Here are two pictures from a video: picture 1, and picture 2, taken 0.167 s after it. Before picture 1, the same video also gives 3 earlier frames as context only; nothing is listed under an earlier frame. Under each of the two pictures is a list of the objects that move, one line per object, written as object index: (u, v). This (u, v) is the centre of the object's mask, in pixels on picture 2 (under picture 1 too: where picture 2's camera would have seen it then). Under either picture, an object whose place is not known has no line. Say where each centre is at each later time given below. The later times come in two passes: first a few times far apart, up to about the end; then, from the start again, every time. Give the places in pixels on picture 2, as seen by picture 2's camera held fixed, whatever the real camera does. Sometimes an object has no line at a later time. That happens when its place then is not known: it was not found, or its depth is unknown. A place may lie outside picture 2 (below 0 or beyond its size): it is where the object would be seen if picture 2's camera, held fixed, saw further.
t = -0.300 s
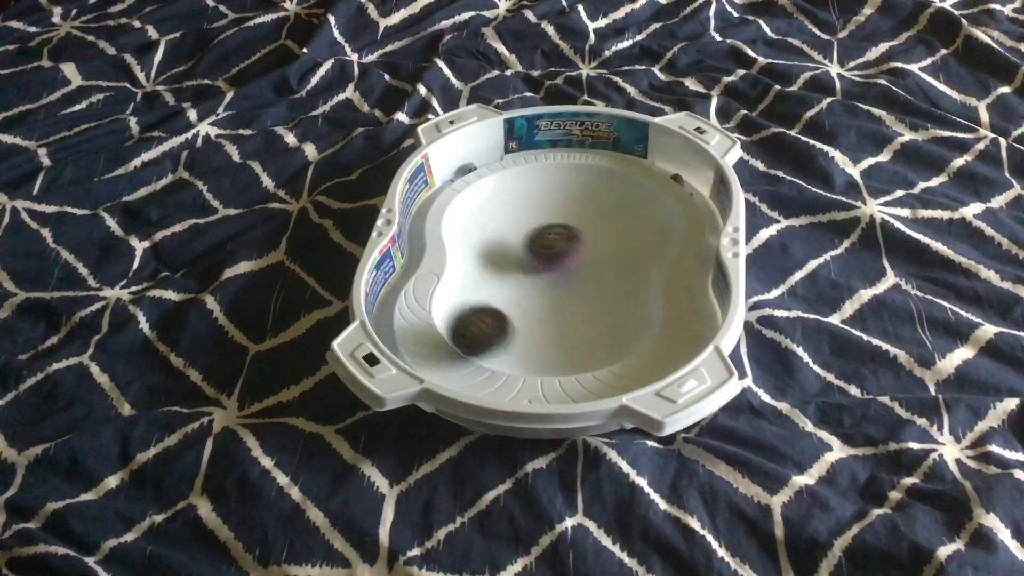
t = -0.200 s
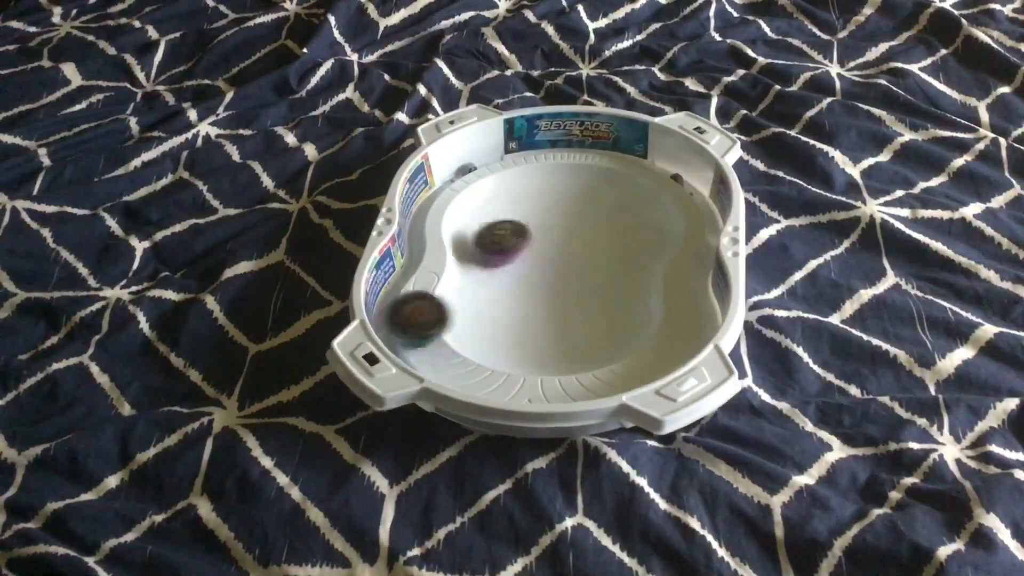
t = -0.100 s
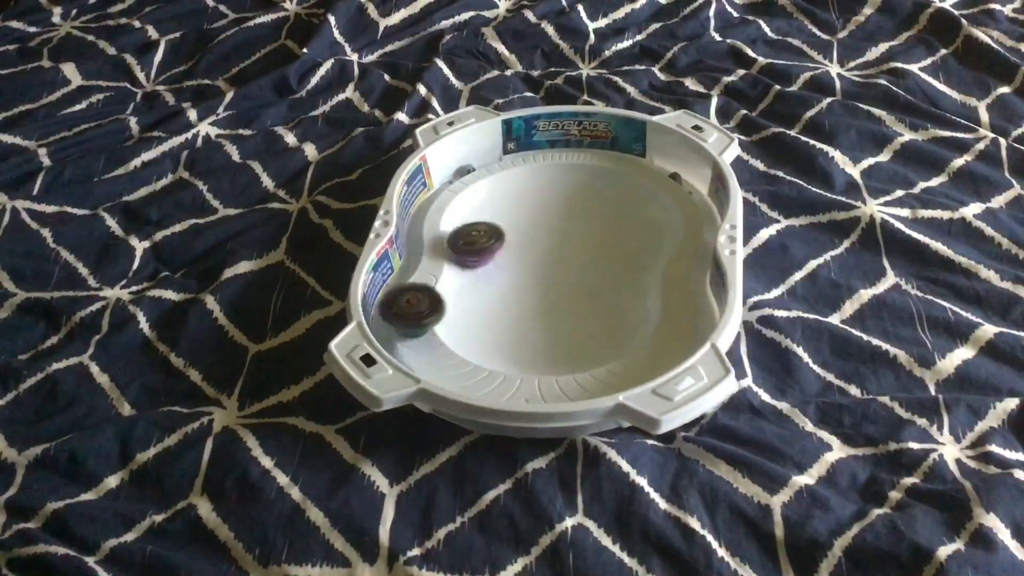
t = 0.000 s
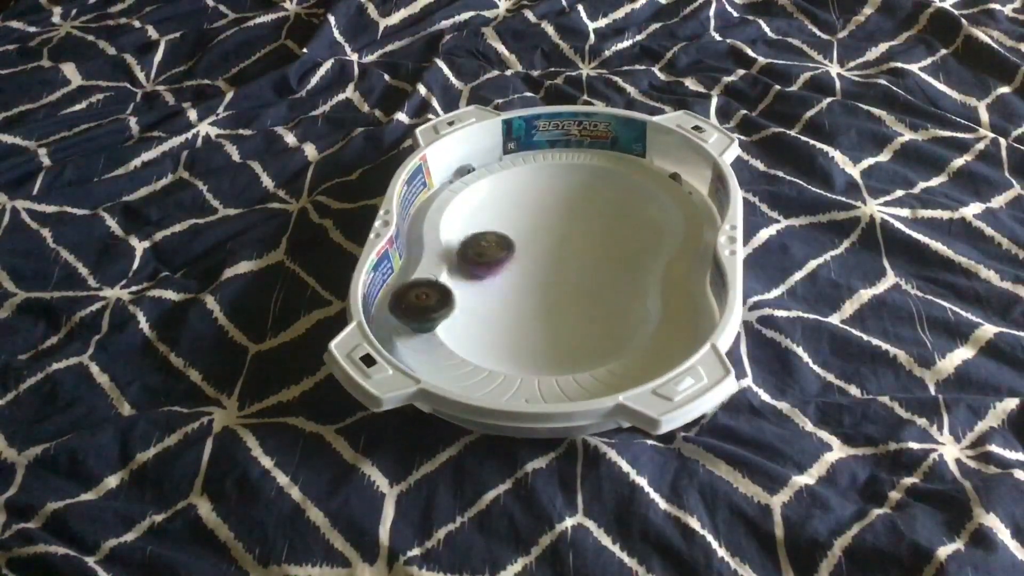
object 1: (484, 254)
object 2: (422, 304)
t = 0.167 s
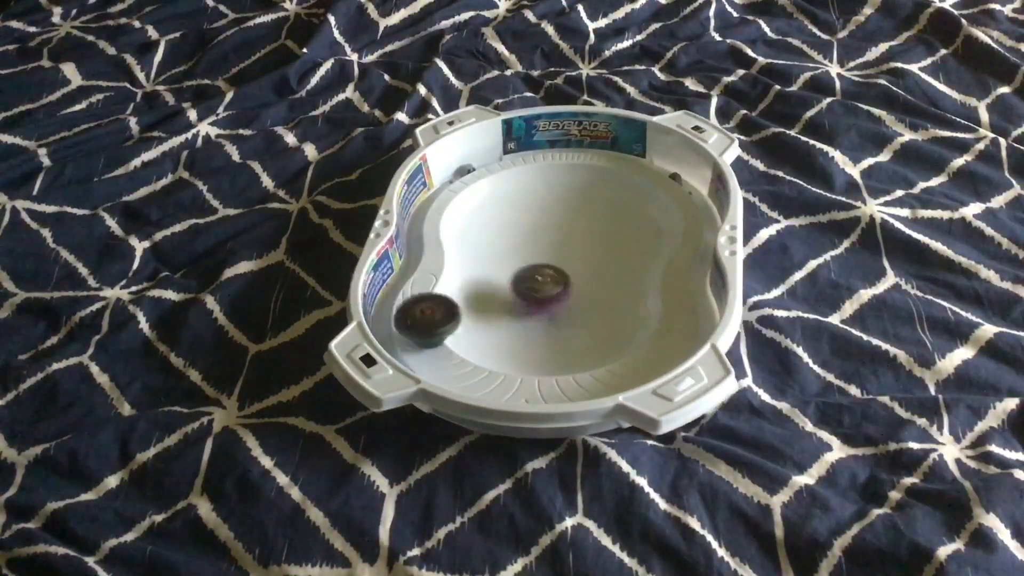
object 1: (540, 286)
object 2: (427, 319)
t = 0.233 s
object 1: (554, 293)
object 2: (429, 326)
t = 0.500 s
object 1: (581, 260)
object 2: (443, 346)
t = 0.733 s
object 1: (563, 213)
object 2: (466, 357)
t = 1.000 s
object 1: (477, 237)
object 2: (498, 368)
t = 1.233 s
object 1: (540, 320)
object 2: (515, 369)
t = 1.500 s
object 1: (618, 278)
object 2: (547, 362)
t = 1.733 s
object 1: (586, 190)
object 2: (572, 357)
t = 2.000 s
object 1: (464, 225)
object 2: (583, 343)
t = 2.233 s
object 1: (449, 246)
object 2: (626, 313)
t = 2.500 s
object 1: (457, 173)
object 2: (684, 308)
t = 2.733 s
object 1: (611, 211)
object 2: (689, 294)
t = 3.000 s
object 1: (592, 251)
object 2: (683, 276)
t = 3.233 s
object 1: (529, 234)
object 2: (664, 258)
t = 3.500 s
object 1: (569, 231)
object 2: (546, 274)
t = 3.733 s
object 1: (572, 213)
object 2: (483, 196)
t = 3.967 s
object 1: (547, 239)
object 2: (624, 182)
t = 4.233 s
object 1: (583, 261)
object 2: (554, 336)
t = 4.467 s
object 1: (593, 238)
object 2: (461, 281)
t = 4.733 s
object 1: (668, 129)
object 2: (458, 204)
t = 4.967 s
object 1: (612, 206)
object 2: (558, 210)
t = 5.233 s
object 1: (658, 244)
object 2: (493, 227)
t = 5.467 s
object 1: (541, 306)
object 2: (483, 182)
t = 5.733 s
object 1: (601, 332)
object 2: (575, 161)
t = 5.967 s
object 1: (526, 281)
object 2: (639, 284)
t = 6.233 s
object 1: (471, 291)
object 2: (484, 334)
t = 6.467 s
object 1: (537, 252)
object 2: (516, 320)
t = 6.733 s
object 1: (619, 174)
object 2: (587, 291)
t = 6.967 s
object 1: (577, 227)
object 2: (566, 265)
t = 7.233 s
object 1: (573, 222)
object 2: (495, 244)
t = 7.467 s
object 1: (587, 227)
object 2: (493, 220)
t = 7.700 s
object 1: (569, 242)
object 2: (548, 207)
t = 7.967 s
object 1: (547, 230)
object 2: (613, 203)
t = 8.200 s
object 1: (555, 218)
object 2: (623, 228)
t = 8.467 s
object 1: (562, 224)
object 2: (590, 267)
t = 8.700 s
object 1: (548, 229)
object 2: (578, 295)
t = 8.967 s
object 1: (548, 232)
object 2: (570, 312)
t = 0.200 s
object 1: (548, 290)
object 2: (429, 323)
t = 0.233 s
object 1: (554, 293)
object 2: (429, 326)
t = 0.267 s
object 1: (560, 294)
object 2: (431, 329)
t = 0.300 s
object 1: (564, 293)
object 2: (432, 332)
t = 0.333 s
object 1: (567, 290)
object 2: (434, 334)
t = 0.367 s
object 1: (571, 286)
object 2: (435, 337)
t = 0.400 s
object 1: (574, 281)
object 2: (437, 339)
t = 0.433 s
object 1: (577, 274)
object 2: (439, 342)
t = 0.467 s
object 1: (579, 266)
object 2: (441, 344)
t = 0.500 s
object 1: (581, 260)
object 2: (443, 346)
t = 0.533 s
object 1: (583, 251)
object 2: (445, 348)
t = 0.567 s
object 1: (584, 244)
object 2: (448, 349)
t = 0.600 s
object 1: (585, 237)
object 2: (452, 351)
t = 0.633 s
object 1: (585, 231)
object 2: (456, 353)
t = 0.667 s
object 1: (580, 224)
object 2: (459, 354)
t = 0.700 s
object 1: (573, 218)
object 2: (462, 356)
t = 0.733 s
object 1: (563, 213)
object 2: (466, 357)
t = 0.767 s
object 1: (550, 209)
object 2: (470, 359)
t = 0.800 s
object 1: (536, 206)
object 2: (474, 360)
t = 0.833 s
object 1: (522, 207)
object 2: (479, 362)
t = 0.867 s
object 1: (507, 210)
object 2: (483, 363)
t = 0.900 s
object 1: (494, 215)
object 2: (487, 365)
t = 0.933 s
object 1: (485, 221)
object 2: (490, 366)
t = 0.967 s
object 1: (479, 228)
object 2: (494, 367)
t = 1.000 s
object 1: (477, 237)
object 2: (498, 368)
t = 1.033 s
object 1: (480, 249)
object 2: (501, 369)
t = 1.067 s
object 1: (488, 262)
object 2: (504, 370)
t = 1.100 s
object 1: (498, 277)
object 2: (507, 370)
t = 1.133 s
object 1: (508, 290)
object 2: (510, 370)
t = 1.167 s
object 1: (518, 304)
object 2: (511, 370)
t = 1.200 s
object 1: (529, 313)
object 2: (512, 371)
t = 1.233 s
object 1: (540, 320)
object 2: (515, 369)
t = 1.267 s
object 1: (552, 325)
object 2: (519, 368)
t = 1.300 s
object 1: (566, 327)
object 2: (522, 366)
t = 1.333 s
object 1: (579, 325)
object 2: (527, 365)
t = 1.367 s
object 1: (592, 320)
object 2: (531, 365)
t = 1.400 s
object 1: (603, 314)
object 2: (535, 365)
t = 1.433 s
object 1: (612, 303)
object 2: (539, 365)
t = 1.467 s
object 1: (617, 291)
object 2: (543, 364)
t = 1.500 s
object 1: (618, 278)
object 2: (547, 362)
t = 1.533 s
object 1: (617, 265)
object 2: (551, 361)
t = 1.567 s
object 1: (615, 254)
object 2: (556, 360)
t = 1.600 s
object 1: (613, 241)
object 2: (559, 360)
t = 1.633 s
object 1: (611, 228)
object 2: (562, 359)
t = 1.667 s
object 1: (607, 215)
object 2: (565, 359)
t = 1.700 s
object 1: (600, 202)
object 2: (569, 358)
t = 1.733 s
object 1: (586, 190)
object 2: (572, 357)
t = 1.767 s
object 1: (572, 181)
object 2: (575, 355)
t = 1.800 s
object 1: (553, 176)
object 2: (578, 354)
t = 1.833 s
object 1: (535, 173)
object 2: (583, 352)
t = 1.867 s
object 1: (514, 177)
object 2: (587, 349)
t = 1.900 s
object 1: (498, 184)
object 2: (590, 347)
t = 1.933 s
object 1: (480, 197)
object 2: (590, 346)
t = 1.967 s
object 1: (468, 211)
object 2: (588, 344)
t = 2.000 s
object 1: (464, 225)
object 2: (583, 343)
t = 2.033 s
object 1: (467, 241)
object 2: (576, 341)
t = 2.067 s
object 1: (473, 263)
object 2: (568, 344)
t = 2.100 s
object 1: (488, 286)
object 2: (558, 343)
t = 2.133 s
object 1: (497, 303)
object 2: (552, 337)
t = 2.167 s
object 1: (466, 286)
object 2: (587, 345)
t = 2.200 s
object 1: (455, 261)
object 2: (607, 326)
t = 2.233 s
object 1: (449, 246)
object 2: (626, 313)
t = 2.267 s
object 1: (444, 240)
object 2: (647, 309)
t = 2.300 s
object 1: (439, 233)
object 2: (666, 313)
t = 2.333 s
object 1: (434, 222)
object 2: (684, 322)
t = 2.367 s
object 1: (431, 210)
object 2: (683, 322)
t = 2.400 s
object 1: (433, 200)
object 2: (680, 315)
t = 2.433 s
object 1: (435, 191)
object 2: (680, 312)
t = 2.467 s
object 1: (432, 183)
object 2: (682, 309)
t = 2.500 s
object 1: (457, 173)
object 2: (684, 308)
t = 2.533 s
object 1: (475, 167)
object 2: (688, 306)
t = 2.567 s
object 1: (496, 169)
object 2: (689, 305)
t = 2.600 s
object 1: (519, 175)
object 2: (689, 302)
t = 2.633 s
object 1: (545, 185)
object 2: (689, 301)
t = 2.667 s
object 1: (570, 195)
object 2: (688, 300)
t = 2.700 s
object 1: (592, 204)
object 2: (689, 297)
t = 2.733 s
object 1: (611, 211)
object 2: (689, 294)
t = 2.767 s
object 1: (629, 218)
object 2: (689, 292)
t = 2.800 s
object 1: (644, 222)
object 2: (688, 289)
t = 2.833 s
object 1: (652, 225)
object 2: (687, 288)
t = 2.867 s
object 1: (651, 232)
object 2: (685, 286)
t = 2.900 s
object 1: (639, 242)
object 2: (685, 284)
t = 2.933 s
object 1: (624, 246)
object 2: (685, 281)
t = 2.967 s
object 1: (609, 249)
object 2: (684, 279)
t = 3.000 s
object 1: (592, 251)
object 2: (683, 276)
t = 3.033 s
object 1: (577, 250)
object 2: (682, 274)
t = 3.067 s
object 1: (563, 248)
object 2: (681, 271)
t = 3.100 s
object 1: (551, 245)
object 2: (680, 269)
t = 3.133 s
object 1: (541, 242)
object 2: (677, 266)
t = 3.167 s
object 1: (534, 239)
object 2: (673, 263)
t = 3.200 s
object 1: (530, 236)
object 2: (669, 260)
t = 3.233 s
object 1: (529, 234)
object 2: (664, 258)
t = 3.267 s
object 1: (530, 232)
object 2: (659, 256)
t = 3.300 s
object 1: (533, 232)
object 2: (650, 257)
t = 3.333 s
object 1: (538, 233)
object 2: (639, 260)
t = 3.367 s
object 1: (544, 234)
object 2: (628, 270)
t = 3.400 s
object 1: (550, 233)
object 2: (609, 272)
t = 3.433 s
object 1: (557, 235)
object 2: (588, 275)
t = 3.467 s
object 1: (563, 233)
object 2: (567, 276)
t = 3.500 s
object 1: (569, 231)
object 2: (546, 274)
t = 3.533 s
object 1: (573, 230)
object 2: (530, 268)
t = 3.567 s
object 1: (576, 227)
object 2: (514, 259)
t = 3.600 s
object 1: (578, 224)
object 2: (502, 249)
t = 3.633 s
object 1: (579, 221)
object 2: (493, 239)
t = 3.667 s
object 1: (578, 217)
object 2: (485, 226)
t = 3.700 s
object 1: (576, 215)
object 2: (481, 212)
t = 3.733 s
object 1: (572, 213)
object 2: (483, 196)
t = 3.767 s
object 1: (567, 212)
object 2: (493, 180)
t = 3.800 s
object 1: (563, 210)
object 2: (509, 170)
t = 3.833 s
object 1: (557, 213)
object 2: (529, 168)
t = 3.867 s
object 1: (553, 215)
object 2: (552, 171)
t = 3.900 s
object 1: (550, 224)
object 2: (575, 165)
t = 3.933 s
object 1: (547, 232)
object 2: (601, 169)
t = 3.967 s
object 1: (547, 239)
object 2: (624, 182)
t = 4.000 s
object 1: (550, 244)
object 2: (642, 198)
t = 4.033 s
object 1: (555, 249)
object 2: (655, 220)
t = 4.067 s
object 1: (561, 254)
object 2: (653, 239)
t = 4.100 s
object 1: (566, 258)
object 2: (643, 257)
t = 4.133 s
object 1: (570, 259)
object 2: (628, 279)
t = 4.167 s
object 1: (575, 261)
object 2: (605, 301)
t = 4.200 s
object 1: (579, 261)
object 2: (581, 321)
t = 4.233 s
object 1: (583, 261)
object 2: (554, 336)
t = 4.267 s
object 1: (586, 259)
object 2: (527, 342)
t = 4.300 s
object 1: (589, 257)
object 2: (500, 341)
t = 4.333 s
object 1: (590, 253)
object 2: (474, 329)
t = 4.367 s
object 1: (592, 249)
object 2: (457, 316)
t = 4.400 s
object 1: (593, 246)
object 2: (449, 302)
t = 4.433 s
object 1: (594, 243)
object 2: (450, 290)
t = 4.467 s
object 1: (593, 238)
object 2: (461, 281)
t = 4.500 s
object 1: (592, 236)
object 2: (479, 271)
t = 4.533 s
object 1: (589, 232)
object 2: (503, 256)
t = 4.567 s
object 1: (584, 230)
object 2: (523, 244)
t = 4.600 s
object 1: (615, 214)
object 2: (510, 237)
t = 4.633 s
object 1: (649, 185)
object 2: (485, 233)
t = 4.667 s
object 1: (656, 158)
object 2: (468, 224)
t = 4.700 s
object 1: (662, 138)
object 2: (460, 212)
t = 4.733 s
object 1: (668, 129)
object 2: (458, 204)
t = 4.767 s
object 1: (674, 128)
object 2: (462, 200)
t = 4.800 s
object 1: (679, 136)
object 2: (471, 202)
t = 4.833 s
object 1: (673, 150)
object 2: (487, 202)
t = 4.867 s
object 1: (658, 162)
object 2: (506, 200)
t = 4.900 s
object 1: (643, 172)
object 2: (525, 201)
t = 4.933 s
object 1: (626, 191)
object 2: (545, 204)
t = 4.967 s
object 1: (612, 206)
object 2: (558, 210)
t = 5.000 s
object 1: (633, 215)
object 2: (540, 212)
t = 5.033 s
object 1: (654, 221)
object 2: (520, 216)
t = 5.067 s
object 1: (668, 221)
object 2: (506, 219)
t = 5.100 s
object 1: (672, 219)
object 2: (498, 222)
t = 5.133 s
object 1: (674, 226)
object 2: (493, 224)
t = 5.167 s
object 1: (672, 235)
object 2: (491, 225)
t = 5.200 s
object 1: (666, 238)
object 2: (491, 226)
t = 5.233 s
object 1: (658, 244)
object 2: (493, 227)
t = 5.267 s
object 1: (646, 252)
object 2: (495, 227)
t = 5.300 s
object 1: (633, 265)
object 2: (498, 229)
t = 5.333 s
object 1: (601, 267)
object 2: (503, 230)
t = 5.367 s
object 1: (567, 268)
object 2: (509, 232)
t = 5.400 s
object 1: (537, 268)
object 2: (512, 231)
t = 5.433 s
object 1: (536, 285)
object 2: (496, 211)
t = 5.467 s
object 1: (541, 306)
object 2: (483, 182)
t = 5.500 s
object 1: (549, 325)
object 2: (489, 155)
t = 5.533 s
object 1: (556, 340)
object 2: (494, 137)
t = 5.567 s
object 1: (566, 347)
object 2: (502, 127)
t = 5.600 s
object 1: (577, 345)
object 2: (516, 130)
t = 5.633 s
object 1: (586, 341)
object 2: (529, 137)
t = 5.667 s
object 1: (594, 341)
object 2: (548, 142)
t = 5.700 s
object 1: (599, 340)
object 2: (561, 149)
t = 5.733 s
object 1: (601, 332)
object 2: (575, 161)
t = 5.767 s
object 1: (600, 321)
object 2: (590, 185)
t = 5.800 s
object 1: (596, 309)
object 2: (601, 206)
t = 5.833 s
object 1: (589, 301)
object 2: (609, 228)
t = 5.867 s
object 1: (582, 293)
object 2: (614, 247)
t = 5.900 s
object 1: (571, 288)
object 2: (615, 262)
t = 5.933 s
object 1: (551, 285)
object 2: (629, 274)
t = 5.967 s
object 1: (526, 281)
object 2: (639, 284)
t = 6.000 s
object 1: (507, 281)
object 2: (643, 297)
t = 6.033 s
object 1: (491, 277)
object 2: (638, 314)
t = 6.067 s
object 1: (479, 276)
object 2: (620, 331)
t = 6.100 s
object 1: (470, 276)
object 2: (595, 344)
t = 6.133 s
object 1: (466, 277)
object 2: (564, 350)
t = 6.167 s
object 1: (464, 282)
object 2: (532, 348)
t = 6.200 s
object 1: (466, 290)
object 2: (502, 341)
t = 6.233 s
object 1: (471, 291)
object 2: (484, 334)
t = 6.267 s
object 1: (470, 287)
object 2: (480, 332)
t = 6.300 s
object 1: (480, 281)
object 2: (480, 330)
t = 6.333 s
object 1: (485, 280)
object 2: (481, 326)
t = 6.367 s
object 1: (498, 274)
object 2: (490, 324)
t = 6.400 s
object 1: (512, 266)
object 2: (498, 323)
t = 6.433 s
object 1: (521, 260)
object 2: (507, 322)
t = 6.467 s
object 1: (537, 252)
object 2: (516, 320)
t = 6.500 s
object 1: (552, 244)
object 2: (525, 321)
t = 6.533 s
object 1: (564, 235)
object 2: (536, 318)
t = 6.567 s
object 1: (579, 223)
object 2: (548, 315)
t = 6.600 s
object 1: (593, 212)
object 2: (558, 311)
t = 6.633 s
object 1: (603, 201)
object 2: (567, 306)
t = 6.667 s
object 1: (611, 190)
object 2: (576, 302)
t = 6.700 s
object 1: (618, 179)
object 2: (582, 297)
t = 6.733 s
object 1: (619, 174)
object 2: (587, 291)
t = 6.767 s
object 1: (618, 175)
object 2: (590, 285)
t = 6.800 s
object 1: (613, 182)
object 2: (592, 280)
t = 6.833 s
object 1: (606, 196)
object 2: (591, 275)
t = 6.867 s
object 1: (598, 207)
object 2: (588, 270)
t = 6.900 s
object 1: (588, 219)
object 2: (584, 266)
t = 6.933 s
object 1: (578, 225)
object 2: (578, 264)
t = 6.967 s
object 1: (577, 227)
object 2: (566, 265)
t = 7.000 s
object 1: (574, 229)
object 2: (553, 267)
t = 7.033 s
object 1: (577, 231)
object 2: (541, 267)
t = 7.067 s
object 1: (576, 231)
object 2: (530, 266)
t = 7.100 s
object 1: (577, 228)
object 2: (521, 264)
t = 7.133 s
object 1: (575, 227)
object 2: (512, 260)
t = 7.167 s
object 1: (575, 224)
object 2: (507, 255)
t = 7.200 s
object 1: (574, 223)
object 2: (501, 249)
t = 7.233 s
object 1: (573, 222)
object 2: (495, 244)
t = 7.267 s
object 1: (574, 218)
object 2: (491, 241)
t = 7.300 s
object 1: (578, 217)
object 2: (488, 236)
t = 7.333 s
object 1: (582, 218)
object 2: (485, 232)
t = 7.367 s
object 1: (583, 221)
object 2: (485, 229)
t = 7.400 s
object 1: (584, 222)
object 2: (486, 225)
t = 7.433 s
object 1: (584, 226)
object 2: (489, 222)
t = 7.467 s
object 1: (587, 227)
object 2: (493, 220)
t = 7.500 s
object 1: (585, 229)
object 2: (497, 219)
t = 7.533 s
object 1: (584, 232)
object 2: (504, 215)
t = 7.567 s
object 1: (580, 238)
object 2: (512, 214)
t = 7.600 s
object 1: (579, 239)
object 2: (520, 212)
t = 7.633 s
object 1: (576, 239)
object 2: (529, 210)
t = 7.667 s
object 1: (572, 242)
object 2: (538, 210)
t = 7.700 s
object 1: (569, 242)
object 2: (548, 207)
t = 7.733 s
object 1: (563, 242)
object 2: (557, 204)
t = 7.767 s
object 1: (560, 240)
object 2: (568, 203)
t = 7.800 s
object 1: (557, 242)
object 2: (577, 203)
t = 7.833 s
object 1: (555, 239)
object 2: (586, 202)
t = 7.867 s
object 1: (550, 235)
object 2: (593, 202)
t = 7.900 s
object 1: (548, 236)
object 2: (601, 201)
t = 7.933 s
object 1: (546, 233)
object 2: (608, 202)
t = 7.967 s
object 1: (547, 230)
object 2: (613, 203)
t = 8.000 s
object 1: (546, 226)
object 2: (618, 205)
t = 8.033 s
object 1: (545, 223)
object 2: (622, 208)
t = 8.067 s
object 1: (546, 220)
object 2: (625, 210)
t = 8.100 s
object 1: (549, 219)
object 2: (626, 214)
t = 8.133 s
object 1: (551, 219)
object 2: (626, 218)
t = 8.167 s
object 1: (552, 218)
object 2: (624, 223)
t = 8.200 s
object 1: (555, 218)
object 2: (623, 228)
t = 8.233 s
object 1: (556, 217)
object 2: (619, 232)
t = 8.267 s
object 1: (560, 217)
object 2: (615, 237)
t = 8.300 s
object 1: (562, 218)
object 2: (611, 242)
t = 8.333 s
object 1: (562, 220)
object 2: (606, 246)
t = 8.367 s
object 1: (561, 223)
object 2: (602, 251)
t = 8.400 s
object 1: (562, 222)
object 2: (597, 256)
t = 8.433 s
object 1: (562, 224)
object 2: (593, 262)
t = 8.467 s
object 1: (562, 224)
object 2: (590, 267)
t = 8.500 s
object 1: (559, 224)
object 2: (587, 272)
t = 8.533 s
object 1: (555, 226)
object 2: (584, 276)
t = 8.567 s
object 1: (551, 225)
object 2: (584, 280)
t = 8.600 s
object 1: (551, 227)
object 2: (582, 285)
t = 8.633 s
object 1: (550, 226)
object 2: (580, 288)
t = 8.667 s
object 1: (550, 227)
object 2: (578, 291)
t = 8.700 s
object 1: (548, 229)
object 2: (578, 295)
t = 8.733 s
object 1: (547, 230)
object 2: (577, 298)
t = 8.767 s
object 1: (543, 230)
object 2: (576, 301)
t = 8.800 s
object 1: (544, 231)
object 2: (575, 302)
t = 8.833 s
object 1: (544, 232)
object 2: (574, 305)
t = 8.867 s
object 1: (546, 230)
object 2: (573, 308)
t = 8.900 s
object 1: (546, 230)
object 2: (573, 309)
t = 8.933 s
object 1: (548, 231)
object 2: (571, 310)
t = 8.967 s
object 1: (548, 232)
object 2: (570, 312)
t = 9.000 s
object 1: (548, 232)
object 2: (569, 313)
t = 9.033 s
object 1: (549, 231)
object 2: (568, 314)
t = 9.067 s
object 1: (553, 231)
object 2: (566, 315)
